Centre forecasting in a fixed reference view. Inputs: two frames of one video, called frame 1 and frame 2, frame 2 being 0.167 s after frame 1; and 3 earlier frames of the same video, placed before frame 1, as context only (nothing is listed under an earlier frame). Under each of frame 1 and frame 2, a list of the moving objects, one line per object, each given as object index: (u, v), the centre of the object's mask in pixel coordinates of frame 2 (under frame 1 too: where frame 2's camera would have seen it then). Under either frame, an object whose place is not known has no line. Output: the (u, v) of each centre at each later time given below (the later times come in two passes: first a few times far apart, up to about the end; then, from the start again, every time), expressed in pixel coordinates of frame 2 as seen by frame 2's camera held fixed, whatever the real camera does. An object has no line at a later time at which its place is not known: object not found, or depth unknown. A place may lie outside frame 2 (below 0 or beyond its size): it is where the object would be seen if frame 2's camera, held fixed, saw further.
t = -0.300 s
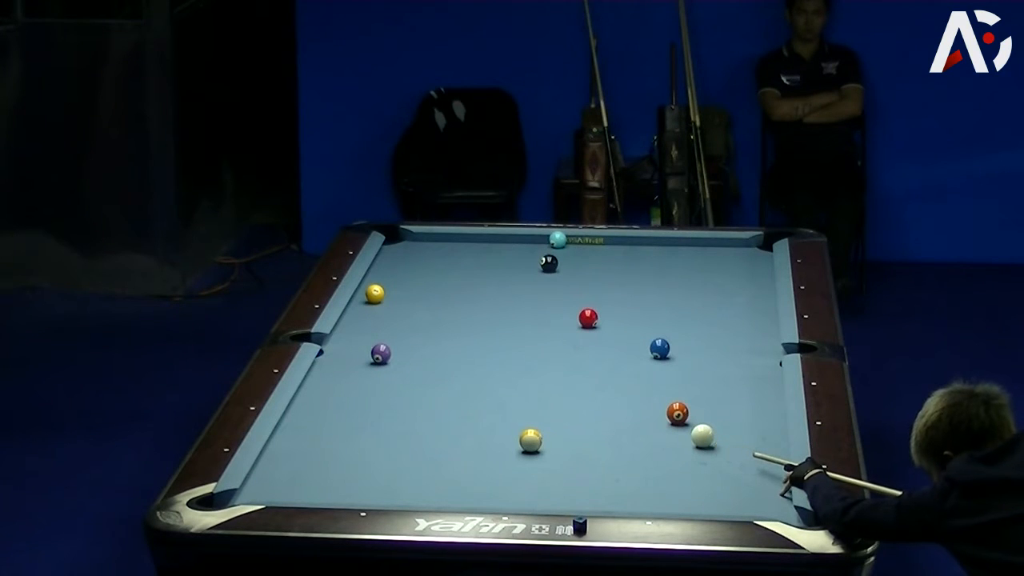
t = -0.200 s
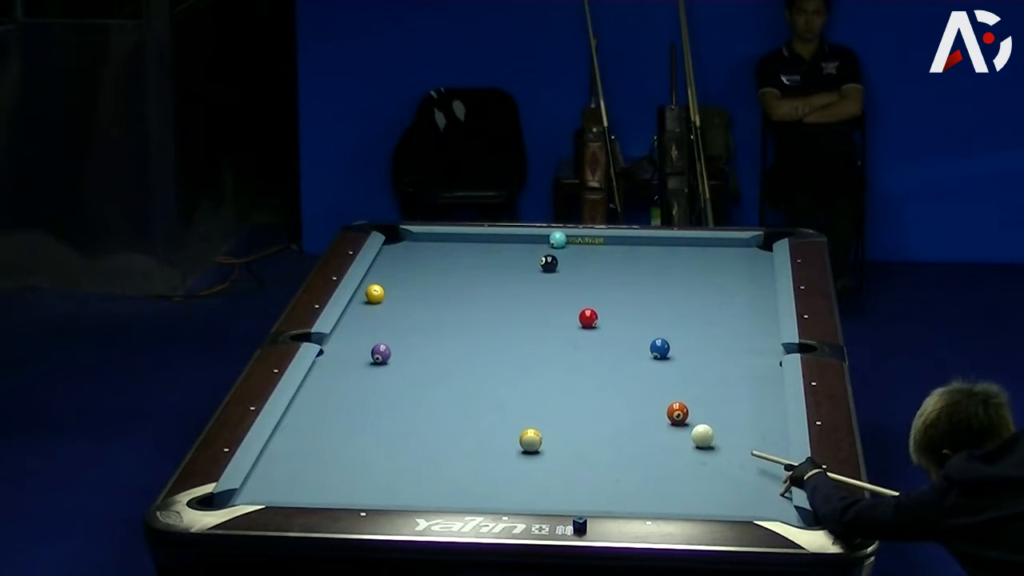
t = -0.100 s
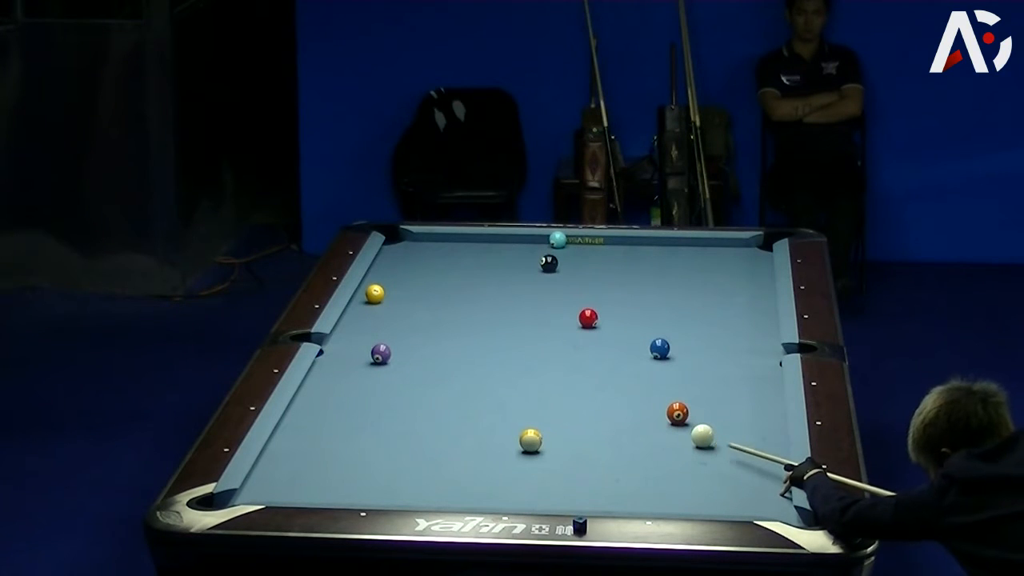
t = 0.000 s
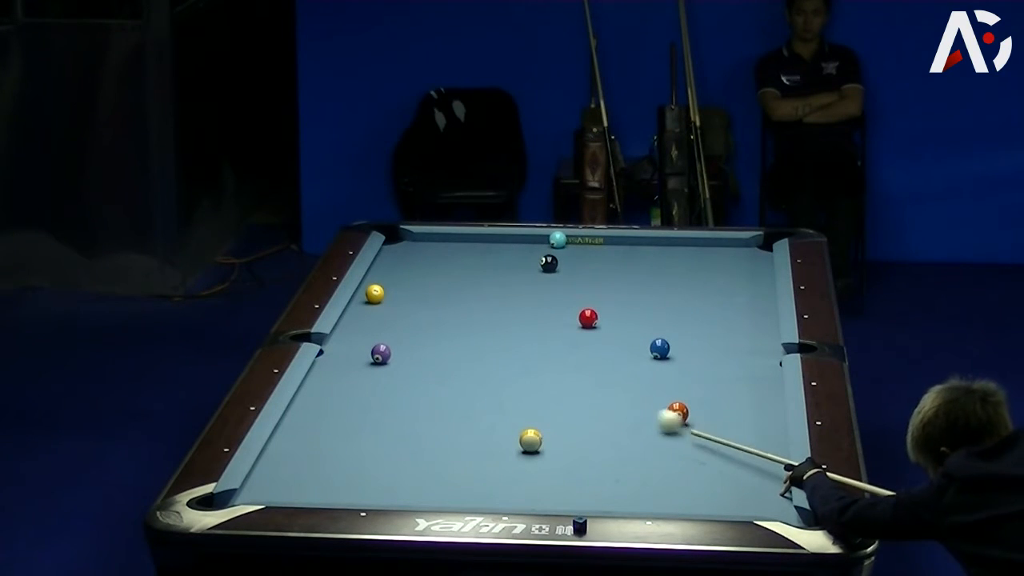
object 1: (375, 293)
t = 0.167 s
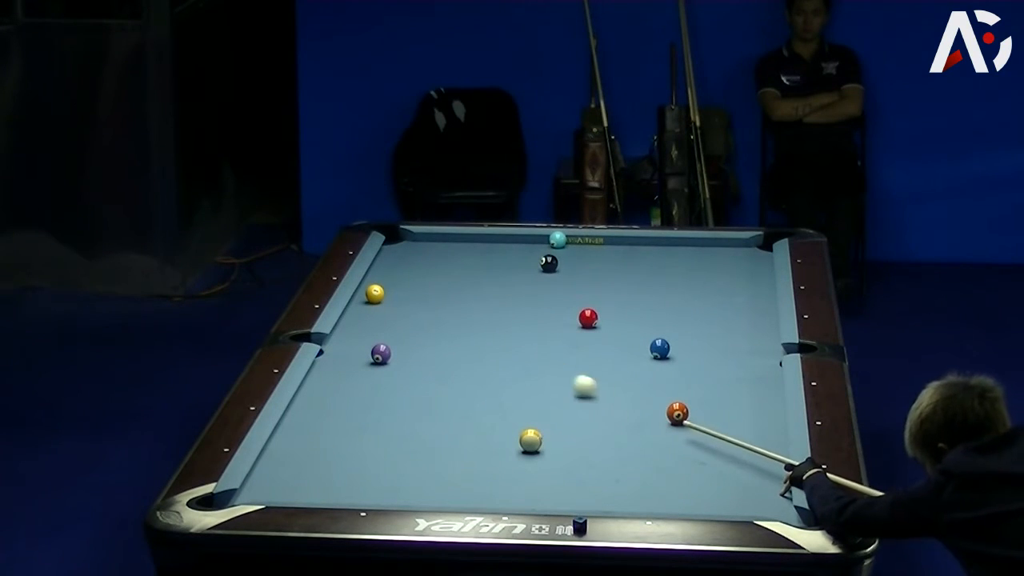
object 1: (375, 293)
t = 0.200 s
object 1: (375, 293)
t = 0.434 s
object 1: (375, 293)
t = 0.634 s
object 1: (375, 293)
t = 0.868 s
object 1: (379, 282)
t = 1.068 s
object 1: (384, 268)
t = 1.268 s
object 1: (390, 255)
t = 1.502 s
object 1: (395, 241)
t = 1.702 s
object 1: (389, 240)
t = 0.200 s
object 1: (375, 293)
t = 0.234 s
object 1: (375, 293)
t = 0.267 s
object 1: (375, 293)
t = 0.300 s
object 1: (375, 293)
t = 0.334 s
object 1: (375, 293)
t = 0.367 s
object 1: (375, 293)
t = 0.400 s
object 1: (375, 293)
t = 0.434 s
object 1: (375, 293)
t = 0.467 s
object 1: (375, 293)
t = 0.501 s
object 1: (375, 293)
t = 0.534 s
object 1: (375, 293)
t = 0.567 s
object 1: (375, 293)
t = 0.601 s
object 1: (375, 293)
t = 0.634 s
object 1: (375, 293)
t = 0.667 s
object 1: (375, 293)
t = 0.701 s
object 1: (374, 293)
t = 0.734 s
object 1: (373, 291)
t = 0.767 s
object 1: (378, 289)
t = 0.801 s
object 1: (377, 289)
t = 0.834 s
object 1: (379, 285)
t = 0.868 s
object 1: (379, 282)
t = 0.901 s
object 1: (380, 280)
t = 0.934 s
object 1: (381, 277)
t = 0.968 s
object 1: (382, 275)
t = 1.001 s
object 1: (383, 272)
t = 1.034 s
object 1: (383, 270)
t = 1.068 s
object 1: (384, 268)
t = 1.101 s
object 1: (385, 266)
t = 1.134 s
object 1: (386, 264)
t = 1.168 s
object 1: (387, 262)
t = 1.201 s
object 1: (388, 259)
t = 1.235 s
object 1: (389, 257)
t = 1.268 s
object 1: (390, 255)
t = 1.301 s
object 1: (390, 253)
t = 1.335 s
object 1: (391, 251)
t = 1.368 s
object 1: (392, 249)
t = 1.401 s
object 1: (393, 247)
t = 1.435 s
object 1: (394, 245)
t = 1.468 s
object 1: (394, 243)
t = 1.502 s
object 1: (395, 241)
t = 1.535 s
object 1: (396, 238)
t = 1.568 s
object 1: (397, 237)
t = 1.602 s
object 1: (398, 234)
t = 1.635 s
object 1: (397, 234)
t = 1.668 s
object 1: (392, 236)
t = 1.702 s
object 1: (389, 240)
